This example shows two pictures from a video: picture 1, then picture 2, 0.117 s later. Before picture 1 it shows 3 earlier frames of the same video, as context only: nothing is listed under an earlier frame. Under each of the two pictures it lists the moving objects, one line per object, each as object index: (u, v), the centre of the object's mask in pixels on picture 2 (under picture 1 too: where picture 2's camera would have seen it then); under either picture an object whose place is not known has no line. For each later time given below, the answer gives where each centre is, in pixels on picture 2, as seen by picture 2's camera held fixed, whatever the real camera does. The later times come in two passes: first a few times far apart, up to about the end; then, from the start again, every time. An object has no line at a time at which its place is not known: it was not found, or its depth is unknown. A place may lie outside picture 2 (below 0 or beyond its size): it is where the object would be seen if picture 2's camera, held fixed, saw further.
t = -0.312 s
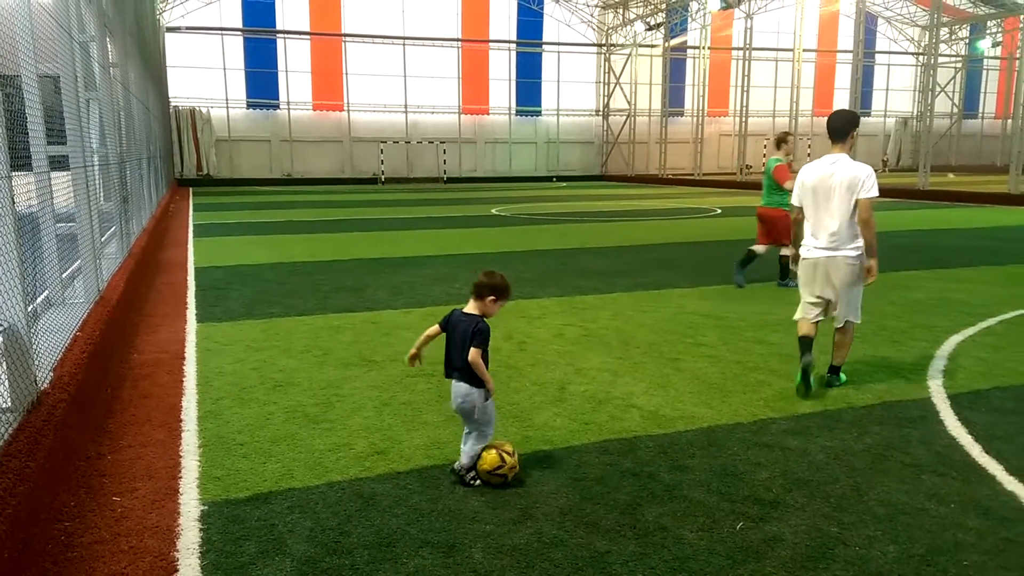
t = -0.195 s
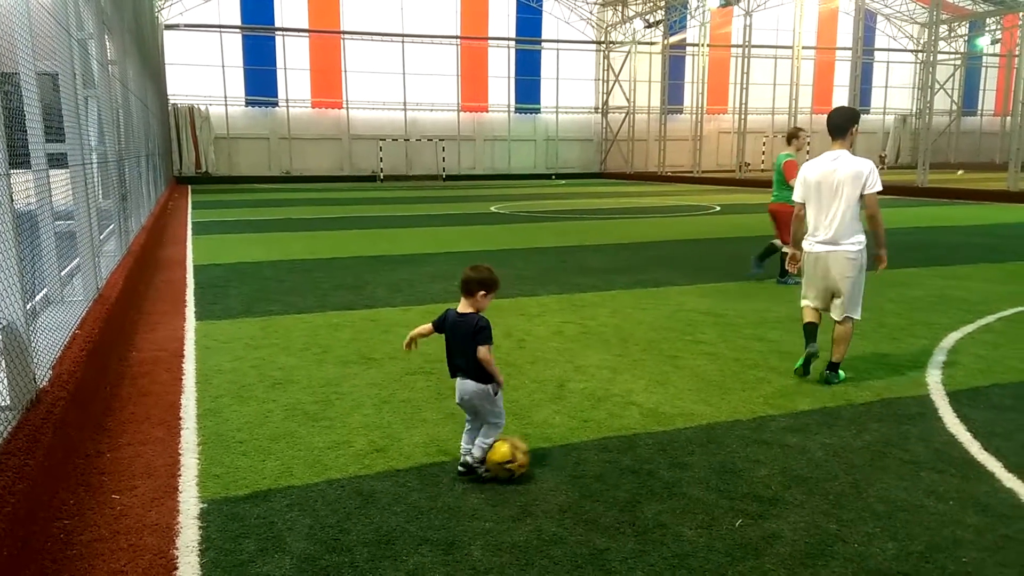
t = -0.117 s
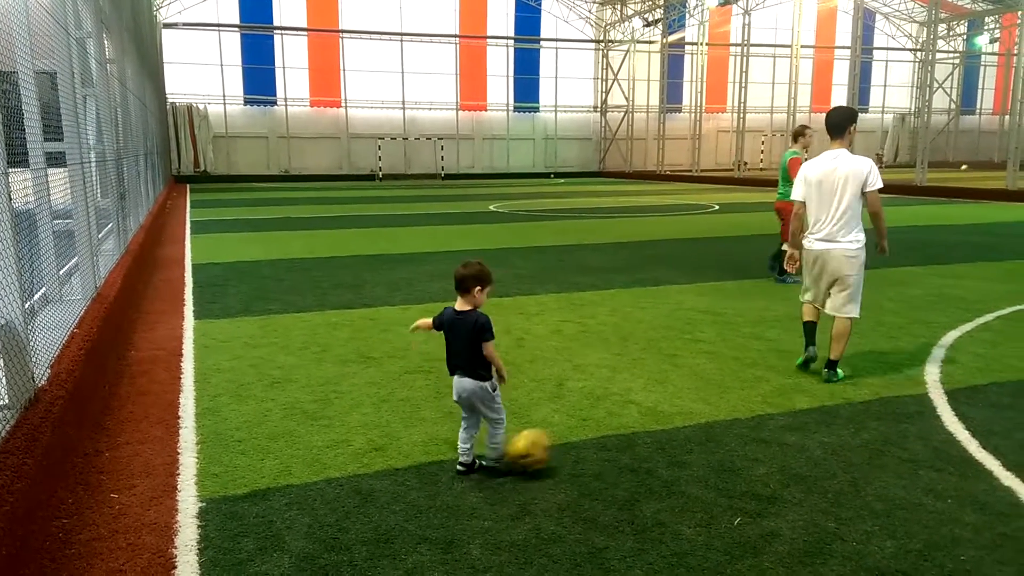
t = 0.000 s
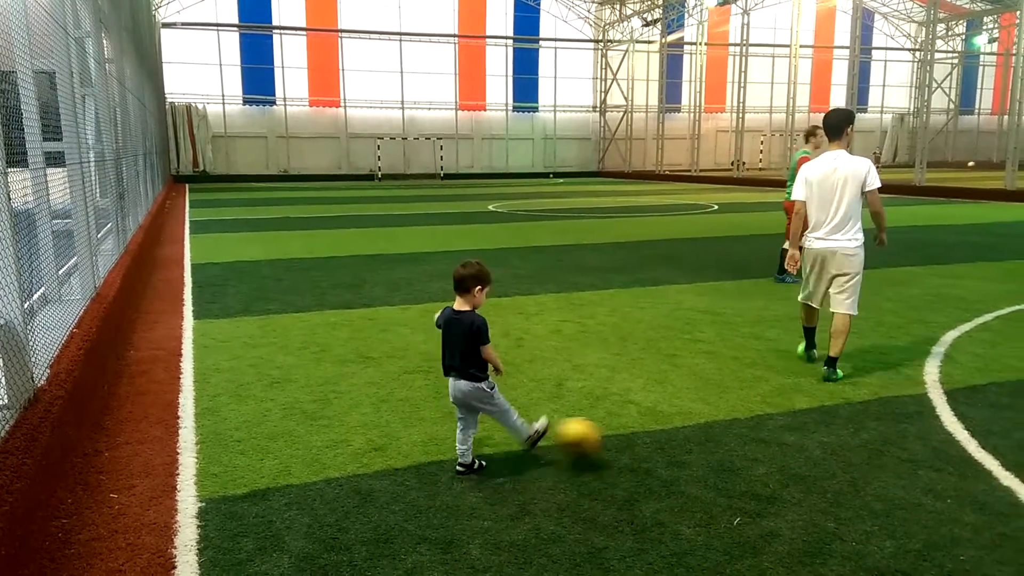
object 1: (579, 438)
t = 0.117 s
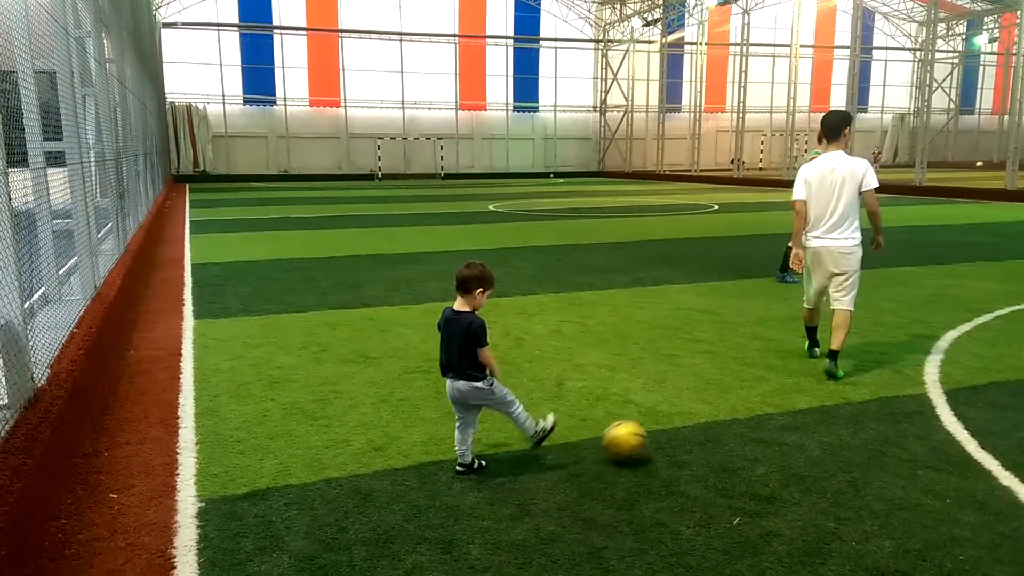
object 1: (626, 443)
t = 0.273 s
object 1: (671, 439)
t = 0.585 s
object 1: (757, 435)
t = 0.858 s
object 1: (822, 431)
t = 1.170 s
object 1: (889, 429)
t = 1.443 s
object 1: (940, 426)
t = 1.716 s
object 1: (985, 422)
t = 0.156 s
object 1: (637, 441)
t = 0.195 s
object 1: (648, 441)
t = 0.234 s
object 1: (659, 441)
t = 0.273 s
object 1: (671, 439)
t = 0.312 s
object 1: (682, 439)
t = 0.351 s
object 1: (693, 437)
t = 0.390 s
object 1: (703, 437)
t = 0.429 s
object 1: (715, 437)
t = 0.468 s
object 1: (725, 436)
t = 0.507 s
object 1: (735, 435)
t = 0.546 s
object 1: (746, 435)
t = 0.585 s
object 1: (757, 435)
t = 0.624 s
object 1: (767, 434)
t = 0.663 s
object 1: (776, 434)
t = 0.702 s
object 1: (785, 433)
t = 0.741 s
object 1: (795, 432)
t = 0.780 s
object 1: (804, 432)
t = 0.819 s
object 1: (813, 431)
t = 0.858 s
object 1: (822, 431)
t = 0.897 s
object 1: (830, 430)
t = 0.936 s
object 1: (839, 430)
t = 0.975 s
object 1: (848, 429)
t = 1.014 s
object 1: (857, 430)
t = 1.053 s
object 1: (864, 429)
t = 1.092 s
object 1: (873, 428)
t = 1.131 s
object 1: (881, 428)
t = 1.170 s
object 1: (889, 429)
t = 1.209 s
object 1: (898, 428)
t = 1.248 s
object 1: (905, 428)
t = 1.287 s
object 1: (912, 427)
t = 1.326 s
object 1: (919, 426)
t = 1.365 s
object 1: (925, 426)
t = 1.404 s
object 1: (932, 426)
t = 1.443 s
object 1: (940, 426)
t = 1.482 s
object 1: (946, 425)
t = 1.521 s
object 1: (953, 425)
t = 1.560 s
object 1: (959, 424)
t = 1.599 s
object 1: (966, 423)
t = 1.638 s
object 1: (972, 423)
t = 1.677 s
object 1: (979, 423)
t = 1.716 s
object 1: (985, 422)
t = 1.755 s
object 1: (989, 423)
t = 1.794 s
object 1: (996, 422)
